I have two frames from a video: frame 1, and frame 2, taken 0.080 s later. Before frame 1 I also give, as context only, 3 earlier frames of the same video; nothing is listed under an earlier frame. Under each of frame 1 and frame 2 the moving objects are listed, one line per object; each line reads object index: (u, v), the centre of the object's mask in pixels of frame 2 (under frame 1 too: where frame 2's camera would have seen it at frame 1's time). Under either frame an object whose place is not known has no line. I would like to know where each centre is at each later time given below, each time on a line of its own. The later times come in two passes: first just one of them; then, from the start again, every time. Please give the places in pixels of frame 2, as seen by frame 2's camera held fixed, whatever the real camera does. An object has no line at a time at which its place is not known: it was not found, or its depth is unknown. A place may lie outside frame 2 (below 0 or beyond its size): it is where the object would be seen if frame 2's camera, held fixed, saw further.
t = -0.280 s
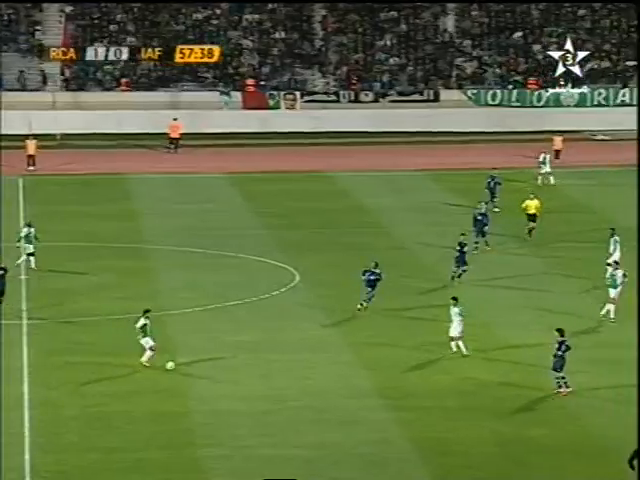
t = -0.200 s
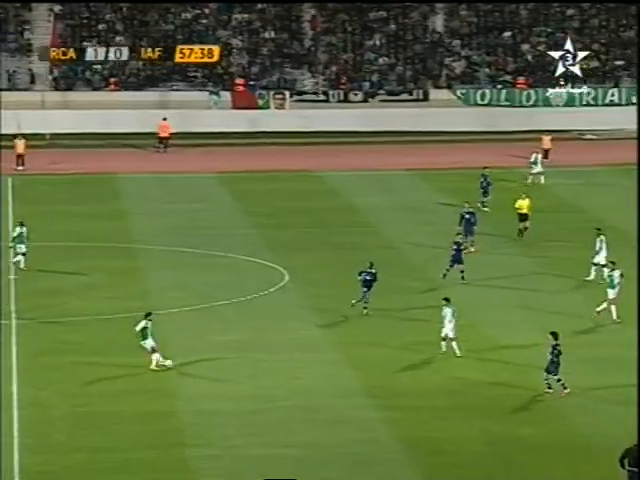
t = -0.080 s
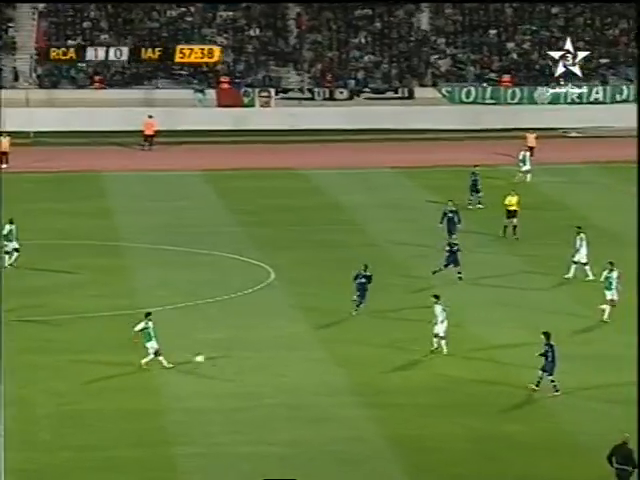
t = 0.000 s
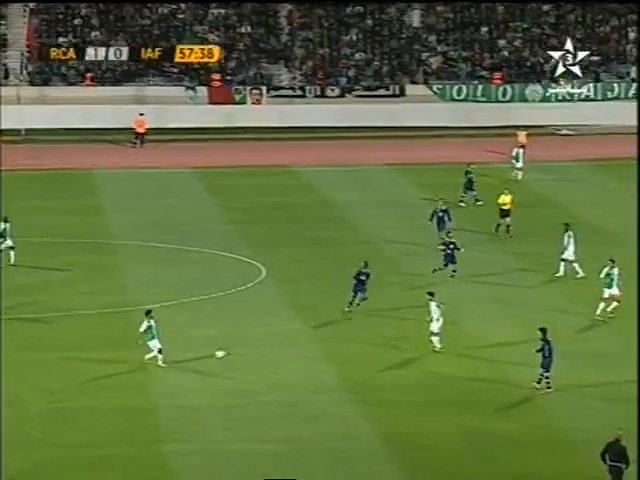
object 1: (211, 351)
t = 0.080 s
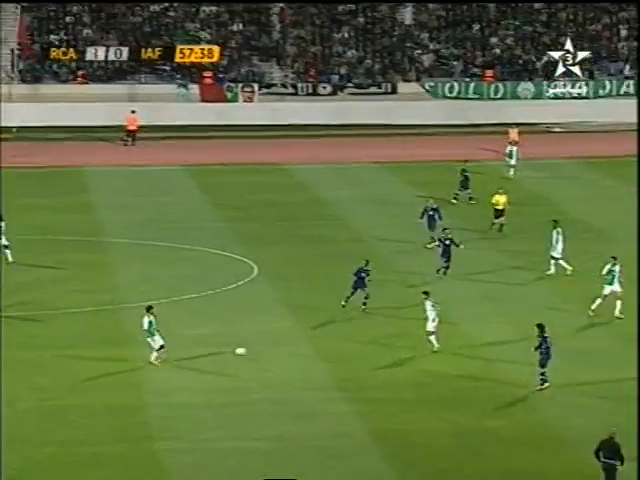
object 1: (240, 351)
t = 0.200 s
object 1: (280, 355)
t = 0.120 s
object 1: (252, 352)
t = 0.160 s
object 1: (265, 353)
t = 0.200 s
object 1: (280, 355)
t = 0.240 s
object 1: (292, 354)
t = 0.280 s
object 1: (302, 352)
